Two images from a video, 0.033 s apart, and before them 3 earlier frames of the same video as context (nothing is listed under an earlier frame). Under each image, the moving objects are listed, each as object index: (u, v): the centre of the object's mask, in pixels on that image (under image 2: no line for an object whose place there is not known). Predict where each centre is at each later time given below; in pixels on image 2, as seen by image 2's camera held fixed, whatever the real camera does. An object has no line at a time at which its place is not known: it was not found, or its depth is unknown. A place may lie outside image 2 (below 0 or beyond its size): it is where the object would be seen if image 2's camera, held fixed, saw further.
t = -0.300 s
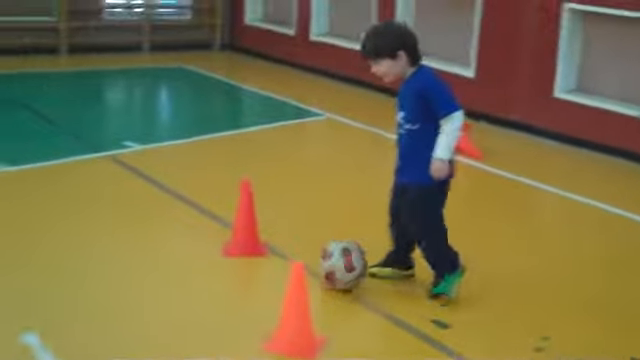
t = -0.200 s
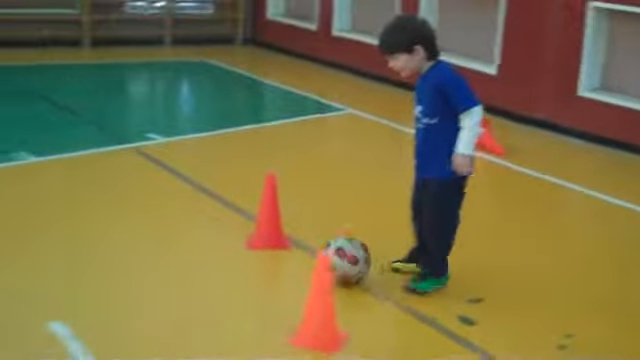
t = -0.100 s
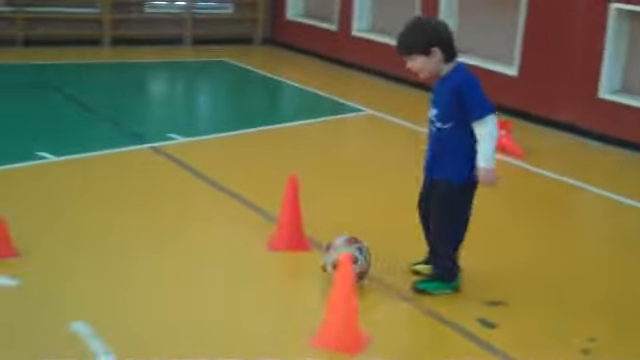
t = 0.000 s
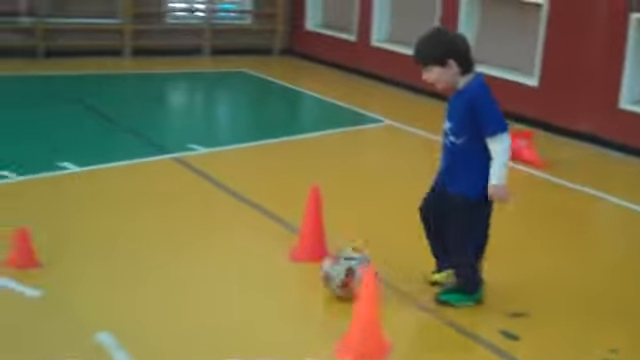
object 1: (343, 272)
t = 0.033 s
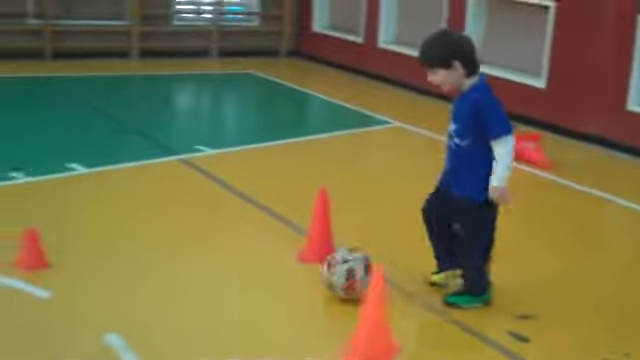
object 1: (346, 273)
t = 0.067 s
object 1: (341, 273)
